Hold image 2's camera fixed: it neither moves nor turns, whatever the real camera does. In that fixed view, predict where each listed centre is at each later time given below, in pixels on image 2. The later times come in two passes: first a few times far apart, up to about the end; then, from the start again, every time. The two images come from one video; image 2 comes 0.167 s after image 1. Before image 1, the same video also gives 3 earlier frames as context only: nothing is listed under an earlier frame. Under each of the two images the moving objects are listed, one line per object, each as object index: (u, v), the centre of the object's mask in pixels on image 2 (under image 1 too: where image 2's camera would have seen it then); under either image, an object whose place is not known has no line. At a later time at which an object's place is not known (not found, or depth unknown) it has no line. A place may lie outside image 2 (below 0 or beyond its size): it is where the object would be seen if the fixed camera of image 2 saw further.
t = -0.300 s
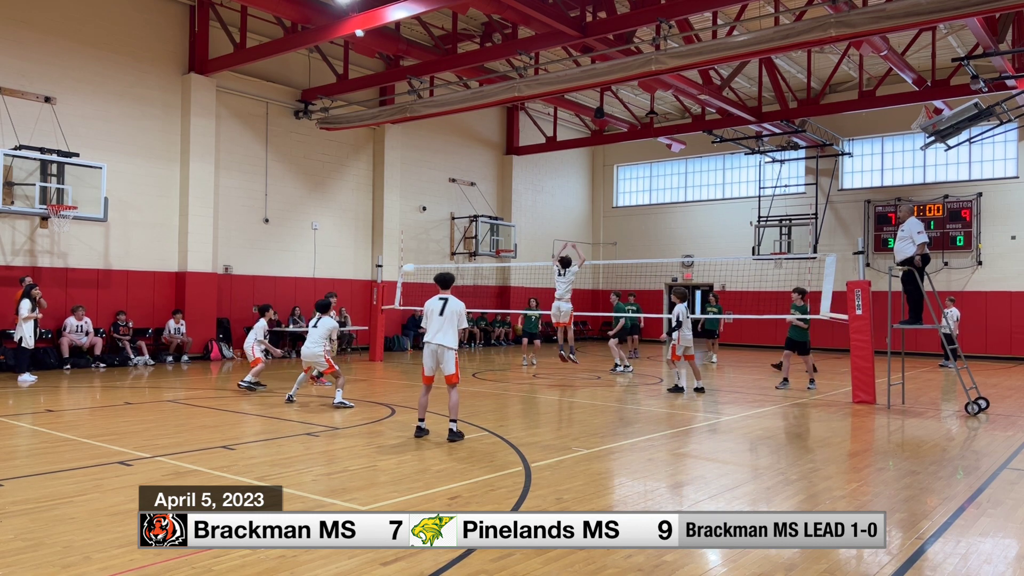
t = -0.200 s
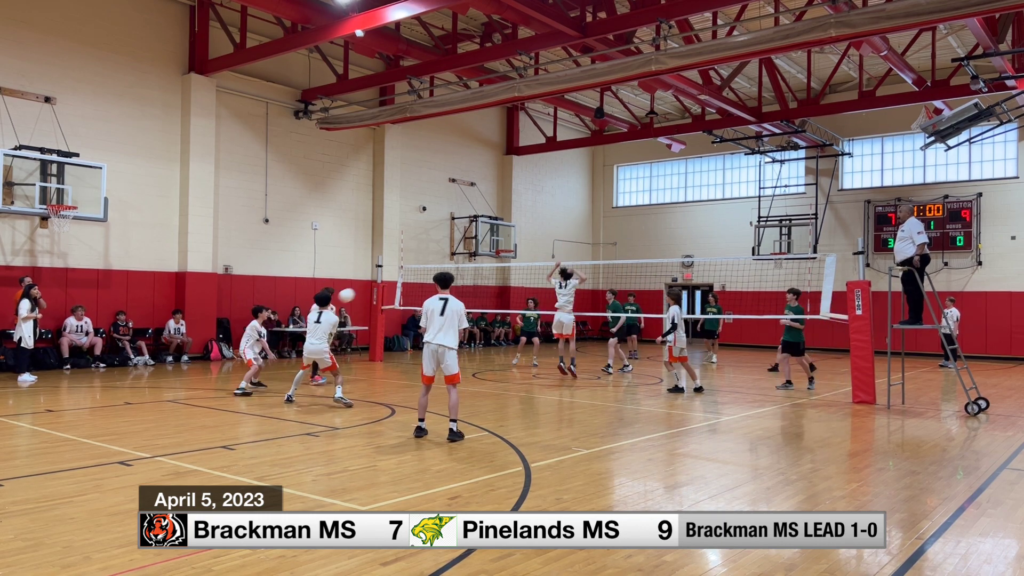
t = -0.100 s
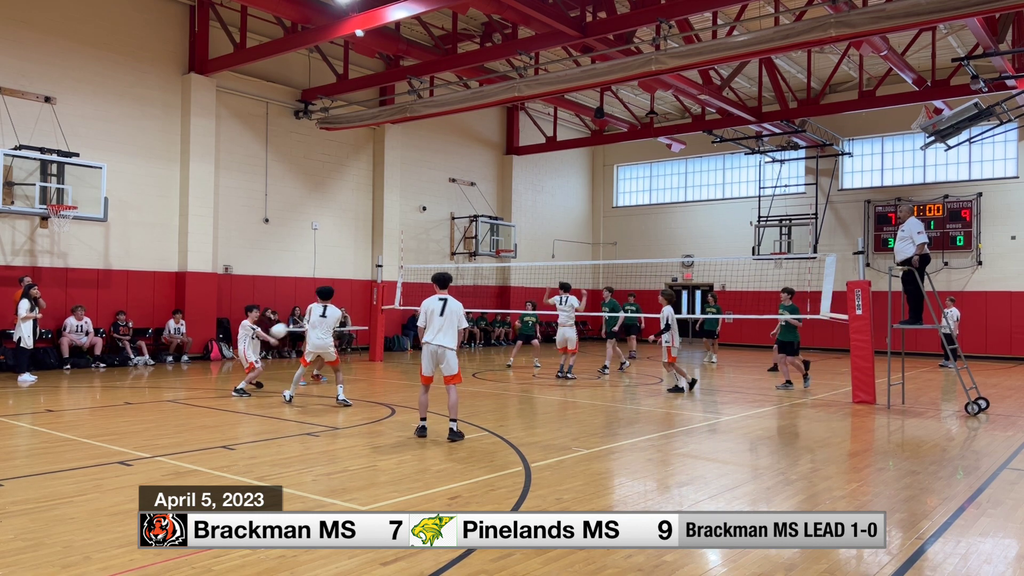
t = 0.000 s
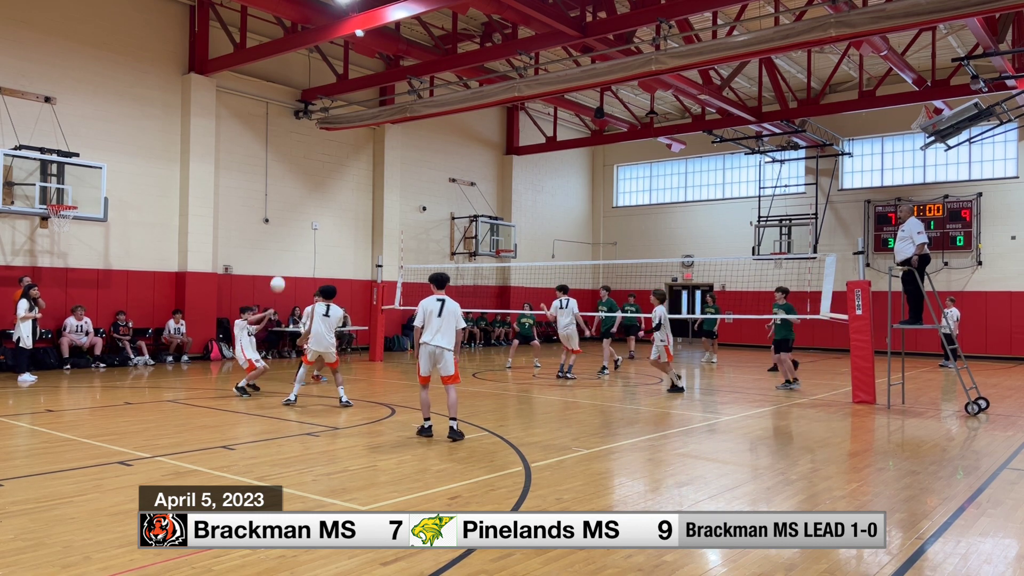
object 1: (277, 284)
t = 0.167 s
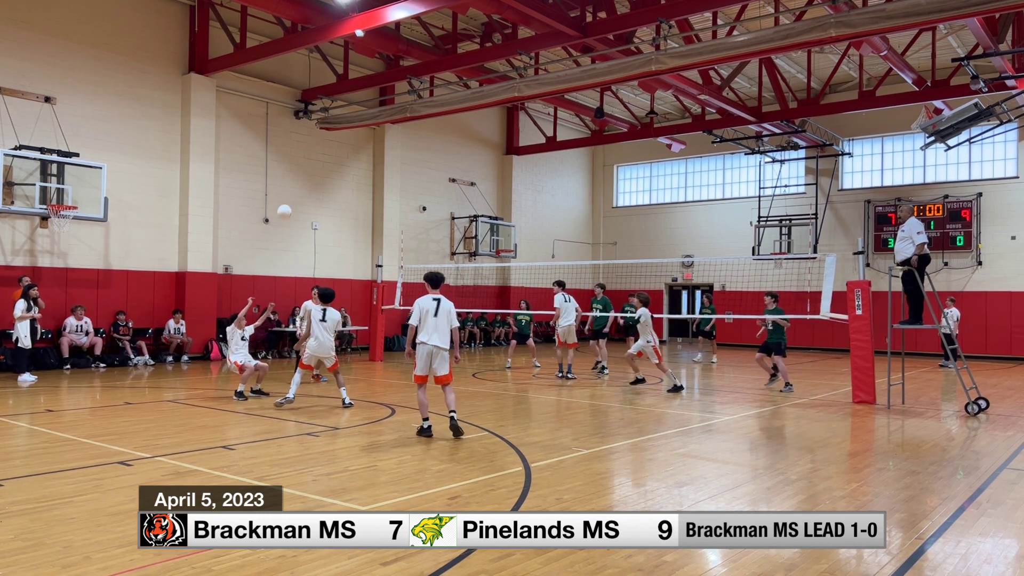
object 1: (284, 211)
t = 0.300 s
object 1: (289, 168)
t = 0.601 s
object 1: (295, 118)
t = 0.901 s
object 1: (299, 123)
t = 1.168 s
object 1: (301, 168)
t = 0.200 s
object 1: (285, 199)
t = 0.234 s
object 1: (286, 188)
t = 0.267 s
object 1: (287, 178)
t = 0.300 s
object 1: (289, 168)
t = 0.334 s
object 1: (289, 160)
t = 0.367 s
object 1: (290, 153)
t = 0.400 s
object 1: (291, 146)
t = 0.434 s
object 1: (291, 139)
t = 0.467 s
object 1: (292, 134)
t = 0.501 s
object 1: (293, 129)
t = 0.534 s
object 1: (293, 125)
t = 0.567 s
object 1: (294, 121)
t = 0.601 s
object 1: (295, 118)
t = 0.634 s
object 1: (295, 116)
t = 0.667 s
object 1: (296, 115)
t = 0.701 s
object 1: (296, 114)
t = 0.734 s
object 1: (297, 114)
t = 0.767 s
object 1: (297, 114)
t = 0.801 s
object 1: (297, 115)
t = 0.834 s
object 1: (298, 117)
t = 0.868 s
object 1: (298, 120)
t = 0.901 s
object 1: (299, 123)
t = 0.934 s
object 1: (299, 126)
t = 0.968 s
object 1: (299, 130)
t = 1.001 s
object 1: (300, 135)
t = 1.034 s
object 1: (300, 141)
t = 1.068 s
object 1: (300, 147)
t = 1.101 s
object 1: (301, 153)
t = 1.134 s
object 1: (301, 160)
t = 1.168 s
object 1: (301, 168)
